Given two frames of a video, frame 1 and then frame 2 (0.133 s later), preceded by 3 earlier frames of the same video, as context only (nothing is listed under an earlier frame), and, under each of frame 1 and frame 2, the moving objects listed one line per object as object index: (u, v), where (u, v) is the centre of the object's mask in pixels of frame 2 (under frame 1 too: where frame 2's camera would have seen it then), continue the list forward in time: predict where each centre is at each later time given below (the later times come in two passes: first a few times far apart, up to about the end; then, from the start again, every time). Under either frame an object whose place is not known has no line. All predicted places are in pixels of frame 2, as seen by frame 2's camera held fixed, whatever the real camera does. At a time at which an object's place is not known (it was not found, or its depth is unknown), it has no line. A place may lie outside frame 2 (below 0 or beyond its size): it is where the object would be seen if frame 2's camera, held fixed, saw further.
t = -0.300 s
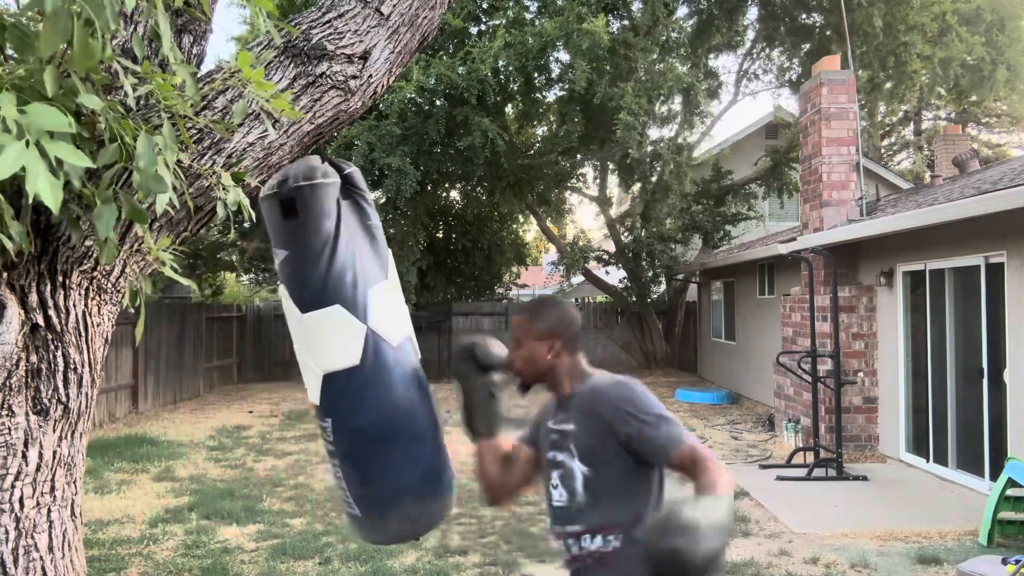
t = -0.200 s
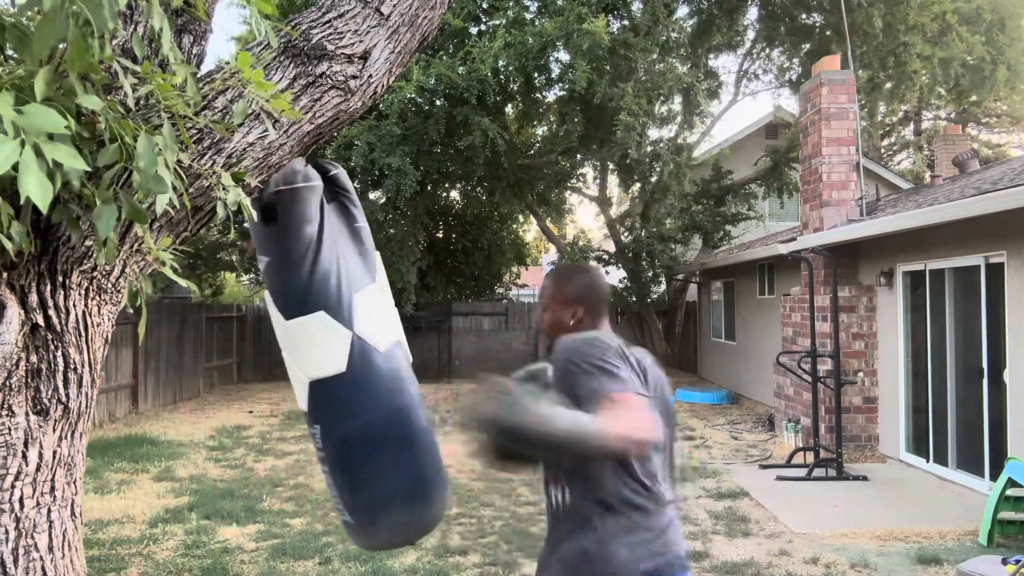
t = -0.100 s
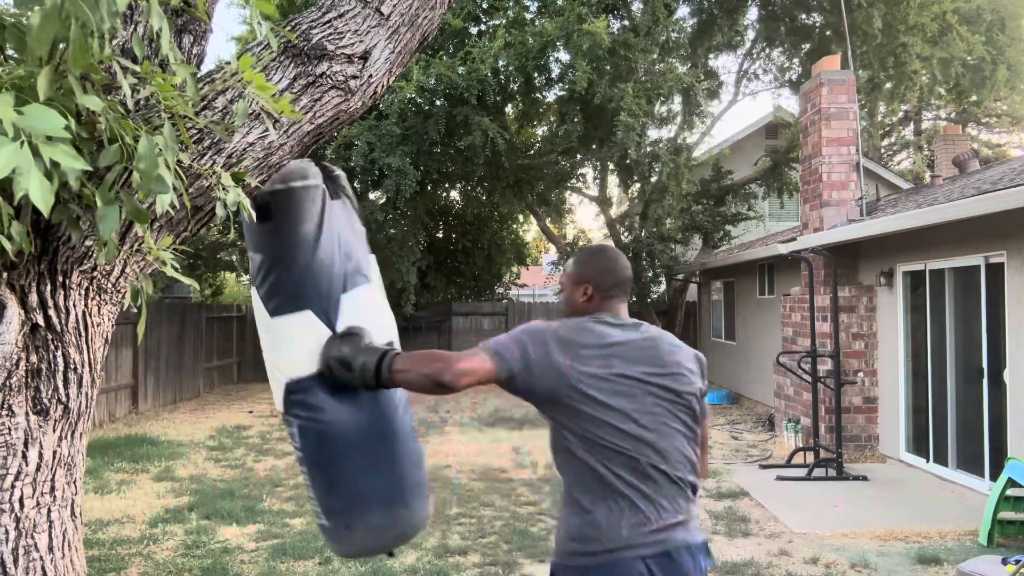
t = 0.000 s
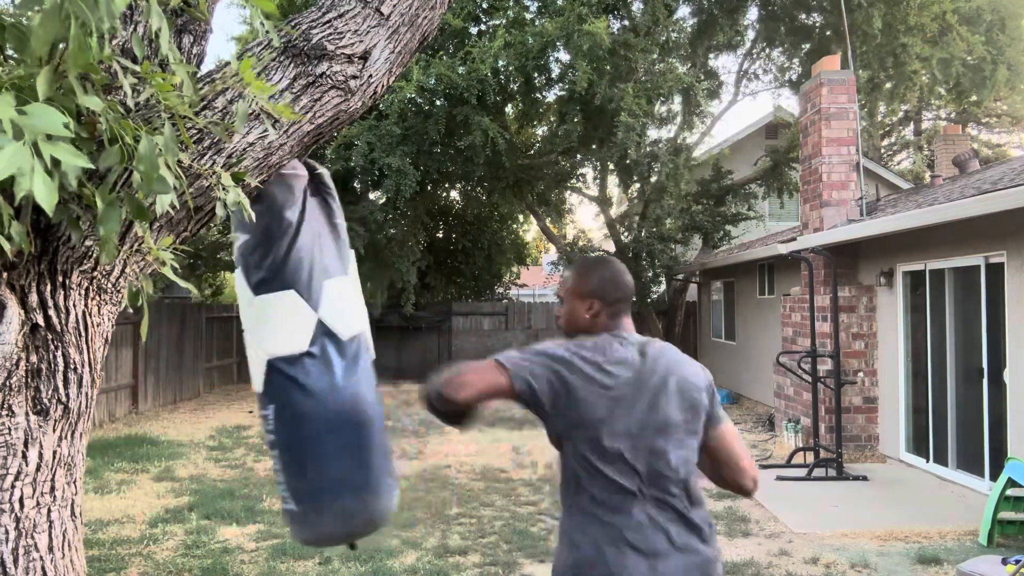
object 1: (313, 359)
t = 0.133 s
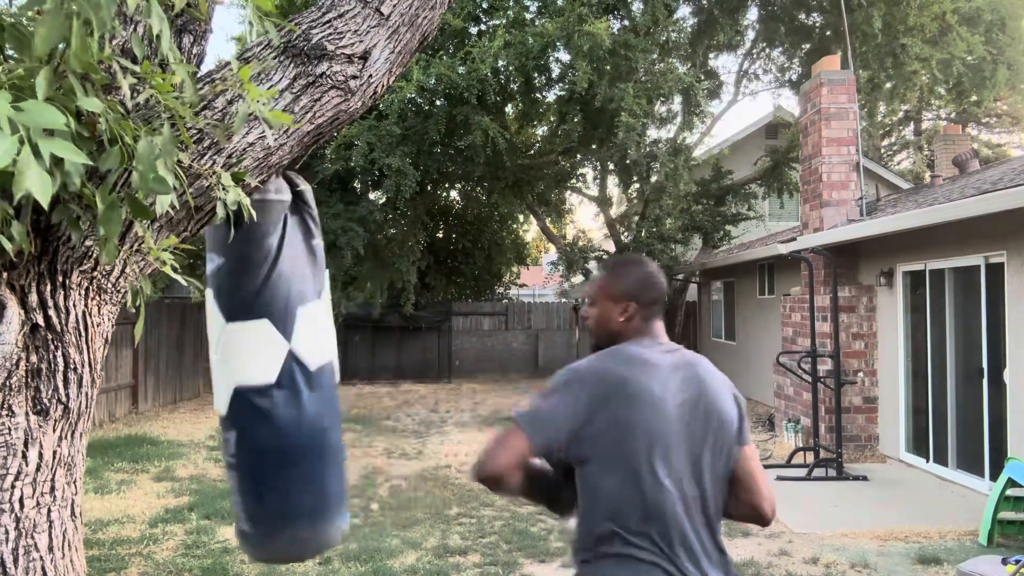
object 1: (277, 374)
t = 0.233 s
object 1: (249, 373)
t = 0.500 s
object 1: (171, 396)
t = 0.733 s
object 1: (147, 398)
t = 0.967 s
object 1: (149, 401)
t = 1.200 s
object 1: (178, 408)
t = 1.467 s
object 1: (268, 387)
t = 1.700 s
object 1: (332, 373)
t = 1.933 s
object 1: (358, 360)
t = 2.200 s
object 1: (338, 363)
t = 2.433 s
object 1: (286, 376)
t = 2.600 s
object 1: (238, 383)
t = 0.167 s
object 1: (269, 374)
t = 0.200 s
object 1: (259, 373)
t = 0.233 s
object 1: (249, 373)
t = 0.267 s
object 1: (238, 374)
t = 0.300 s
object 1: (227, 379)
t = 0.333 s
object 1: (217, 386)
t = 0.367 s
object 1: (208, 388)
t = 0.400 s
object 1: (199, 388)
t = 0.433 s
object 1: (190, 389)
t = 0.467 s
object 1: (180, 392)
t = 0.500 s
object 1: (171, 396)
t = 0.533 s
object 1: (164, 399)
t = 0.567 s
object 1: (160, 400)
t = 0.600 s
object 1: (157, 397)
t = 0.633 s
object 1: (156, 394)
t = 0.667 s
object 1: (154, 393)
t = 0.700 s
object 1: (151, 395)
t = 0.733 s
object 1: (147, 398)
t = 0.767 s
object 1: (145, 400)
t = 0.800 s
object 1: (144, 401)
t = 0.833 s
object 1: (144, 400)
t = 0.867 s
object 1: (146, 398)
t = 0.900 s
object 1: (148, 397)
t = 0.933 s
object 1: (149, 398)
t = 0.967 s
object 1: (149, 401)
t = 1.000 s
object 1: (151, 404)
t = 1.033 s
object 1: (153, 406)
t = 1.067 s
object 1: (156, 408)
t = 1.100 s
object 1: (160, 409)
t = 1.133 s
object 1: (164, 410)
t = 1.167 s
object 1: (170, 408)
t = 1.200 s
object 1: (178, 408)
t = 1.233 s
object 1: (189, 405)
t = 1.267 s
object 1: (199, 402)
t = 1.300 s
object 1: (210, 401)
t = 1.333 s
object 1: (221, 399)
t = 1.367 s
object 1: (233, 396)
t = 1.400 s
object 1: (244, 393)
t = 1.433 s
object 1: (257, 390)
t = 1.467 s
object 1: (268, 387)
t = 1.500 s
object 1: (279, 385)
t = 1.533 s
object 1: (290, 383)
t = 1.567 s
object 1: (299, 381)
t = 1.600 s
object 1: (308, 380)
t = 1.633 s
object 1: (317, 378)
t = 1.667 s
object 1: (325, 376)
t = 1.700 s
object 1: (332, 373)
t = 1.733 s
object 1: (339, 370)
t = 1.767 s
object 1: (345, 368)
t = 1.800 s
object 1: (349, 365)
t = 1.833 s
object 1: (353, 364)
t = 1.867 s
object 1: (355, 362)
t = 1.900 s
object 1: (357, 361)
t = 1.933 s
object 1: (358, 360)
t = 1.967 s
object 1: (359, 359)
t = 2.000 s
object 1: (359, 359)
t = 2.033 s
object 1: (358, 359)
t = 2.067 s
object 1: (356, 359)
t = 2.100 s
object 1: (352, 359)
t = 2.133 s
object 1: (348, 360)
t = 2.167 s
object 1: (343, 361)
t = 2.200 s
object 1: (338, 363)
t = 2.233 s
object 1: (333, 364)
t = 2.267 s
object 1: (327, 366)
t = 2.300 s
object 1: (320, 368)
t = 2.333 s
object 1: (312, 370)
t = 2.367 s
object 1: (304, 372)
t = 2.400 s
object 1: (295, 374)
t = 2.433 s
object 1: (286, 376)
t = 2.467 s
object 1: (277, 378)
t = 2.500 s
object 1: (268, 380)
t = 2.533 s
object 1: (258, 381)
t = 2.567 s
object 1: (248, 382)
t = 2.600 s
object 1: (238, 383)
